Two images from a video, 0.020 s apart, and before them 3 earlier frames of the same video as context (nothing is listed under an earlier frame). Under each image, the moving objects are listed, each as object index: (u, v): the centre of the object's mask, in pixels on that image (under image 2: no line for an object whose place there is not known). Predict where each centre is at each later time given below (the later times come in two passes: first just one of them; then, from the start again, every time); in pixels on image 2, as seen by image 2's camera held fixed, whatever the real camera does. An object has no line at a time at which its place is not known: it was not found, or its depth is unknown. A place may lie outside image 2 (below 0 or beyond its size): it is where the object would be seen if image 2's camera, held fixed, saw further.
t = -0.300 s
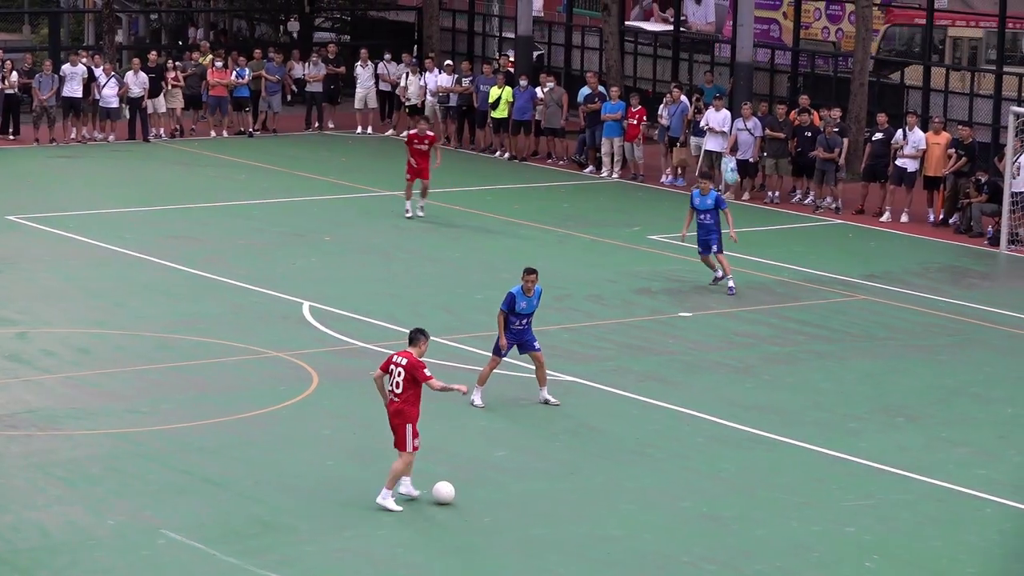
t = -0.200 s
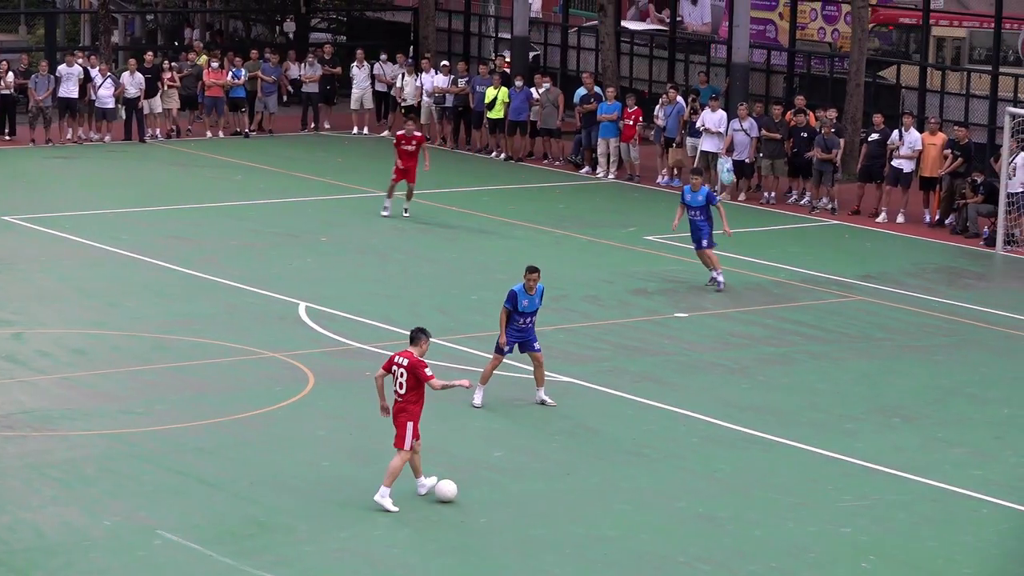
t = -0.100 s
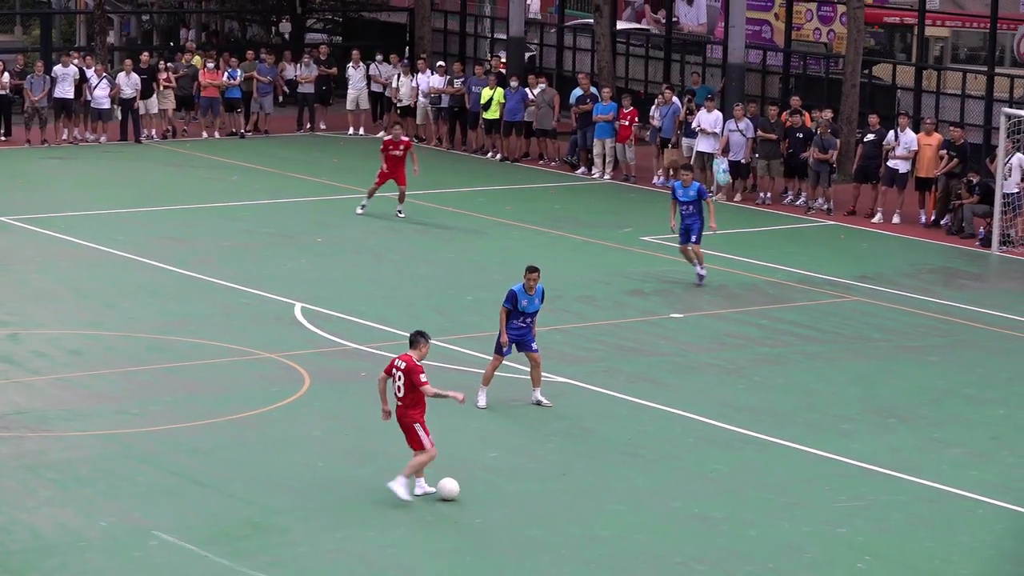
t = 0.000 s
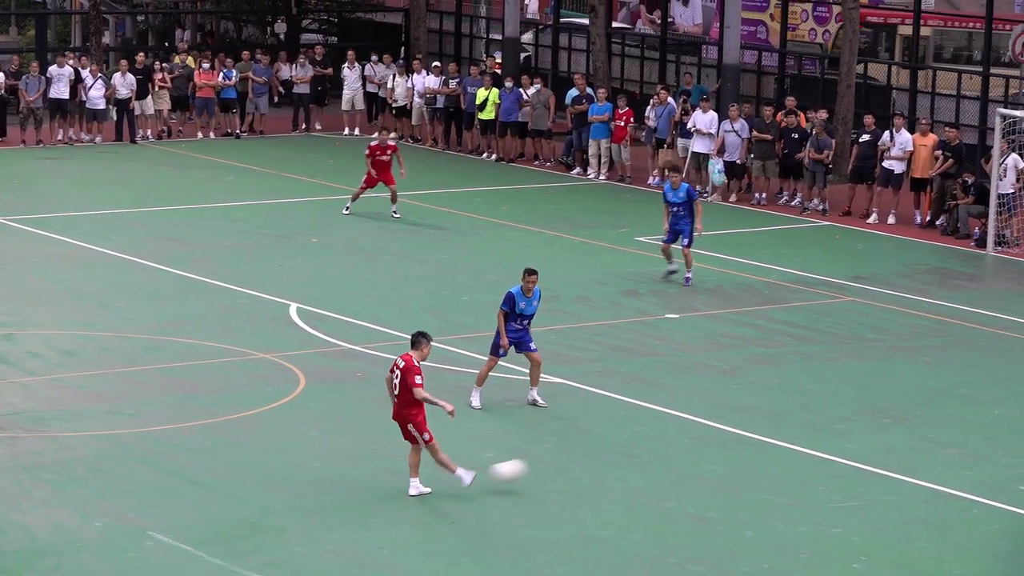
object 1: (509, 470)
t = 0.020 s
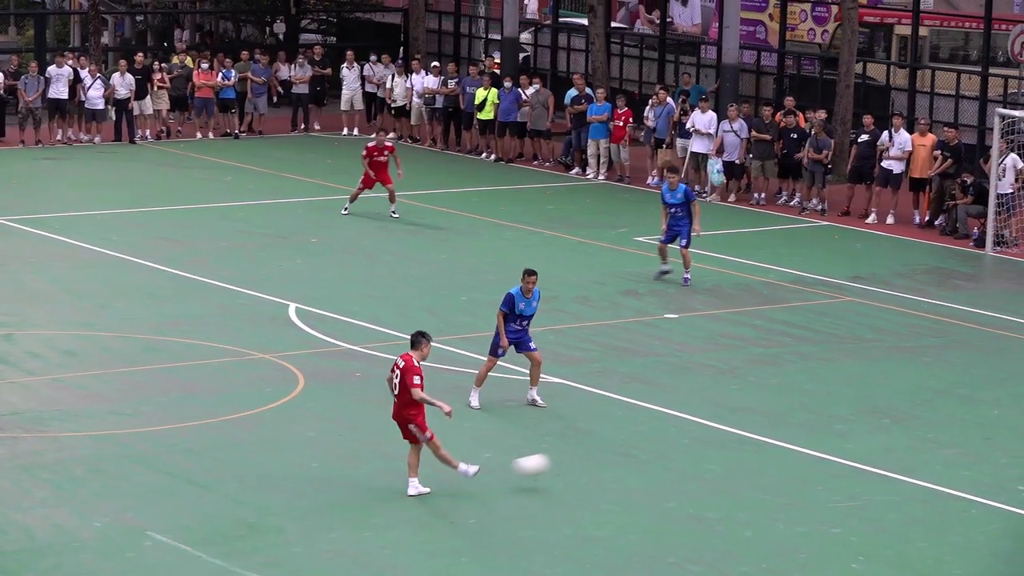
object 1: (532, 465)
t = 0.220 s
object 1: (757, 431)
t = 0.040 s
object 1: (555, 460)
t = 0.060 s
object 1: (579, 455)
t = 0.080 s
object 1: (602, 450)
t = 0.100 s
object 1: (625, 447)
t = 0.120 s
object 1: (648, 443)
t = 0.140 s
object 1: (669, 441)
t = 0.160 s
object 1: (692, 438)
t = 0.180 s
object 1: (712, 436)
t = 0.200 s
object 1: (735, 434)
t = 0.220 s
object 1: (757, 431)
